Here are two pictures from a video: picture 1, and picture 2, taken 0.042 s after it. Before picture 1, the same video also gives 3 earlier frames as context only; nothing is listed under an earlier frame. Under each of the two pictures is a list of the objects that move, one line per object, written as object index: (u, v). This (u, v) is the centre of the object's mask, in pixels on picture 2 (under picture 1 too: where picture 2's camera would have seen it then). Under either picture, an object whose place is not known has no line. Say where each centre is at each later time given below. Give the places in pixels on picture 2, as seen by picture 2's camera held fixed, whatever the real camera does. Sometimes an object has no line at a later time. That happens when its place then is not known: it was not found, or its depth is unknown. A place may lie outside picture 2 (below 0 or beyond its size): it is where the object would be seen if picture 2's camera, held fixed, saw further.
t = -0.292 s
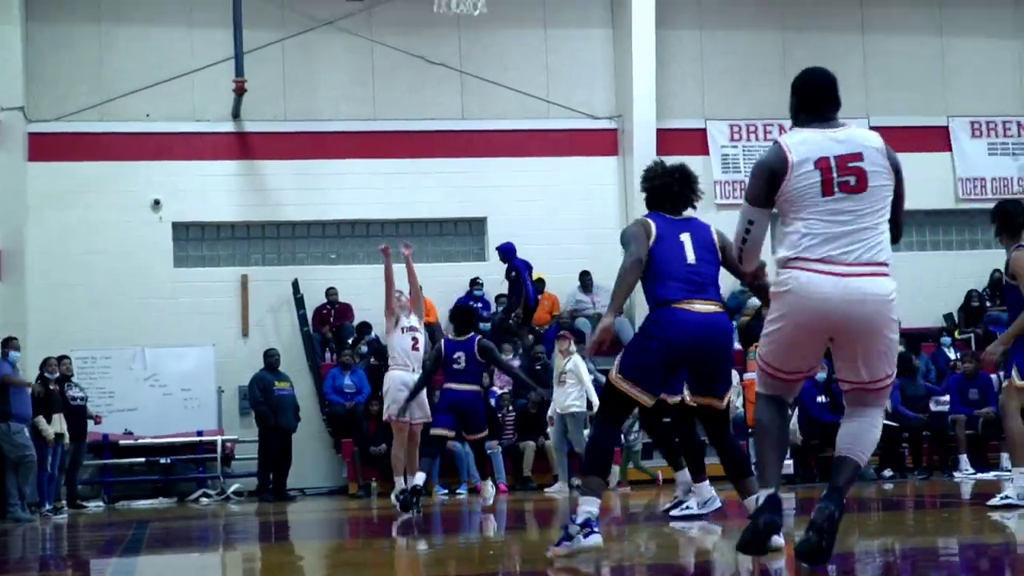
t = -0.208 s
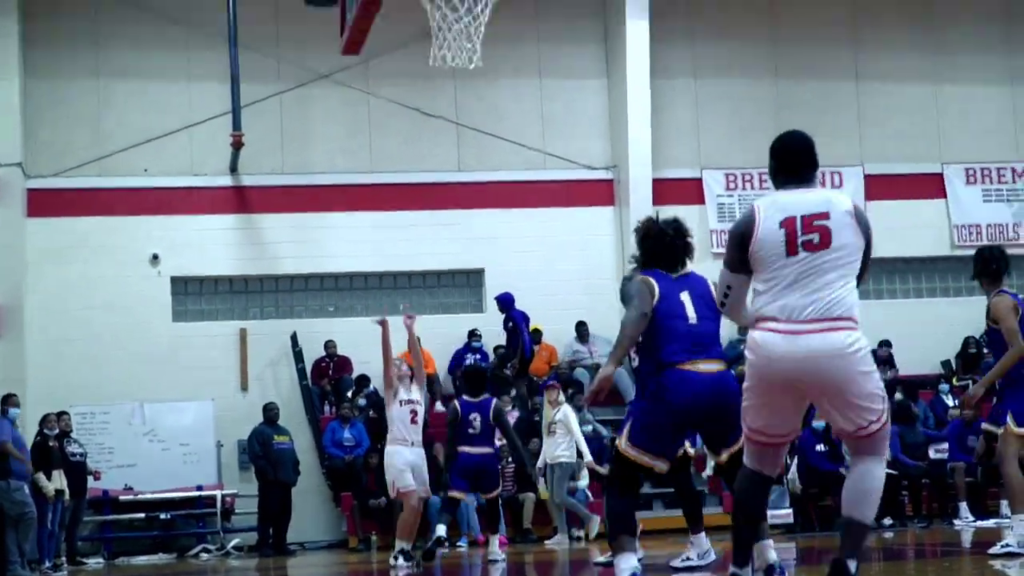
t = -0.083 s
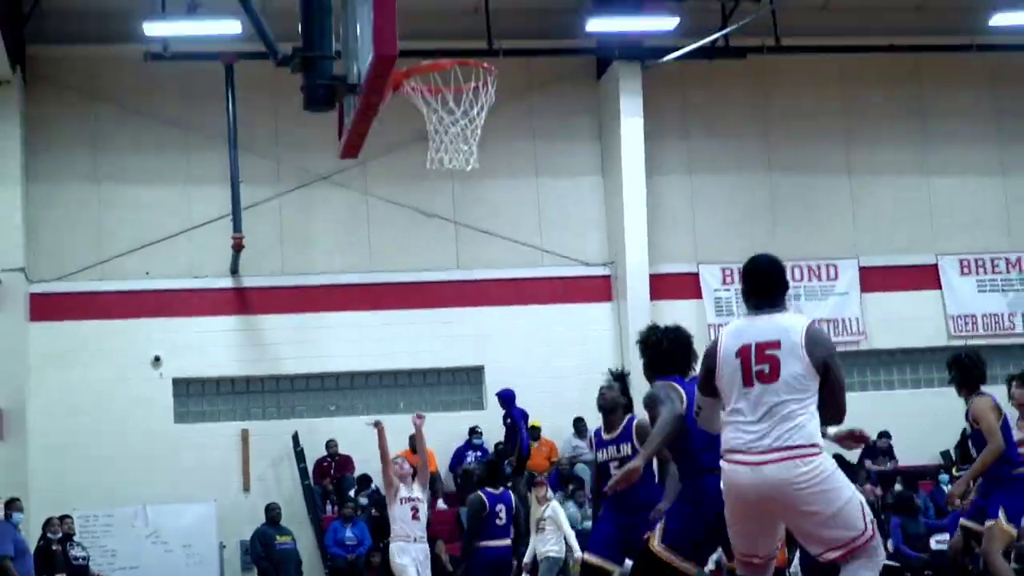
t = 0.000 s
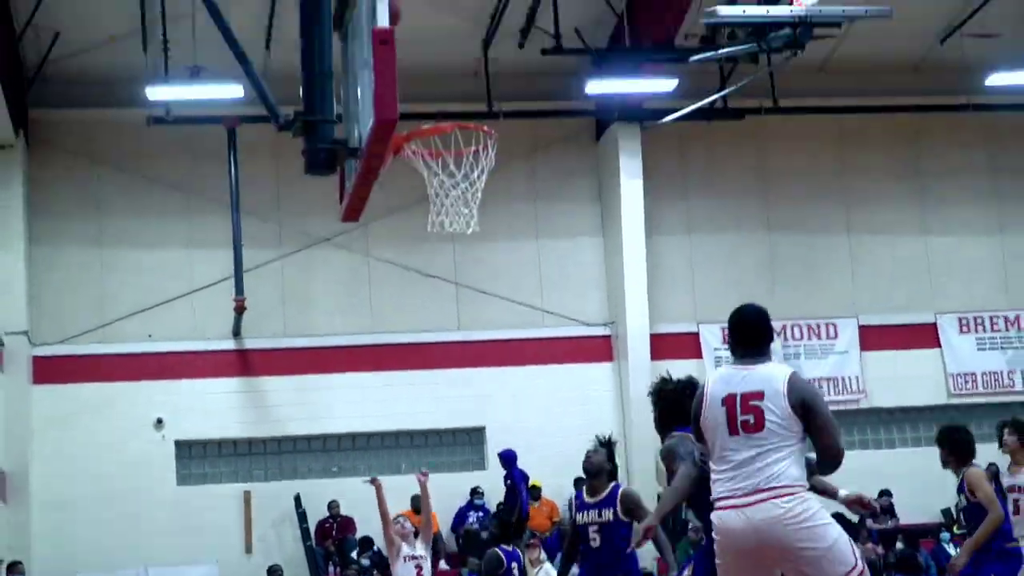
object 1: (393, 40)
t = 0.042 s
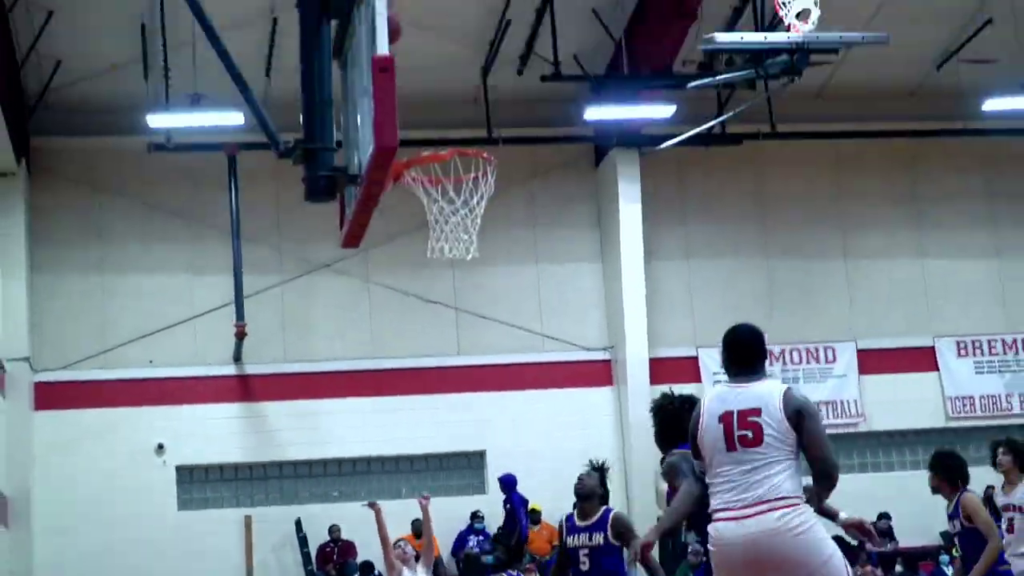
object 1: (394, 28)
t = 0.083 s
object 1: (397, 18)
